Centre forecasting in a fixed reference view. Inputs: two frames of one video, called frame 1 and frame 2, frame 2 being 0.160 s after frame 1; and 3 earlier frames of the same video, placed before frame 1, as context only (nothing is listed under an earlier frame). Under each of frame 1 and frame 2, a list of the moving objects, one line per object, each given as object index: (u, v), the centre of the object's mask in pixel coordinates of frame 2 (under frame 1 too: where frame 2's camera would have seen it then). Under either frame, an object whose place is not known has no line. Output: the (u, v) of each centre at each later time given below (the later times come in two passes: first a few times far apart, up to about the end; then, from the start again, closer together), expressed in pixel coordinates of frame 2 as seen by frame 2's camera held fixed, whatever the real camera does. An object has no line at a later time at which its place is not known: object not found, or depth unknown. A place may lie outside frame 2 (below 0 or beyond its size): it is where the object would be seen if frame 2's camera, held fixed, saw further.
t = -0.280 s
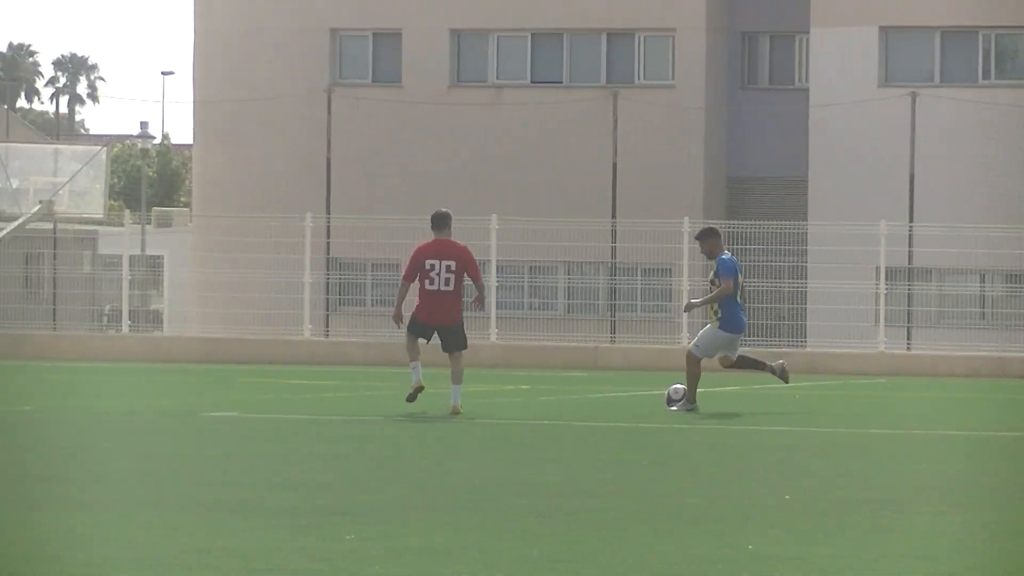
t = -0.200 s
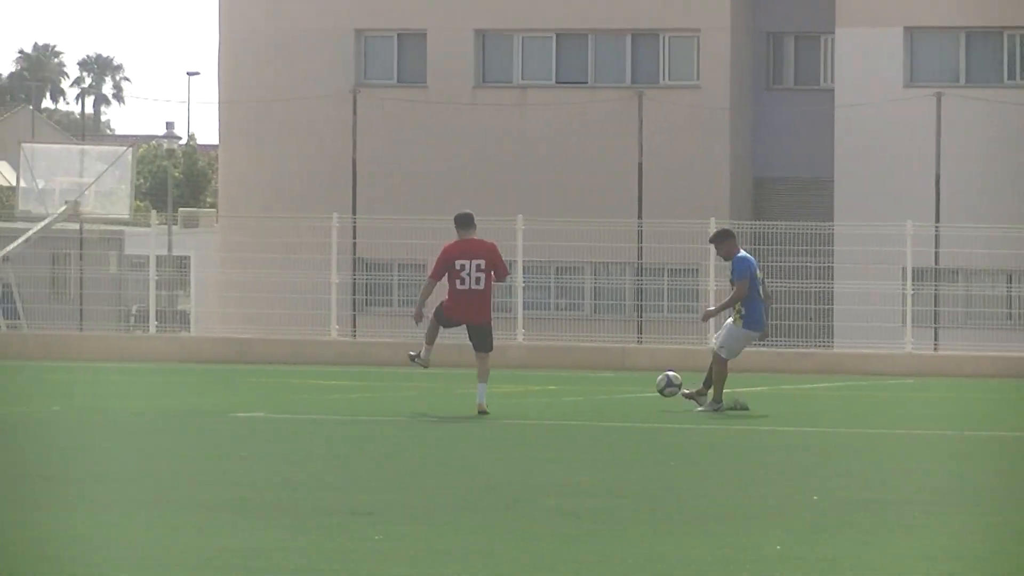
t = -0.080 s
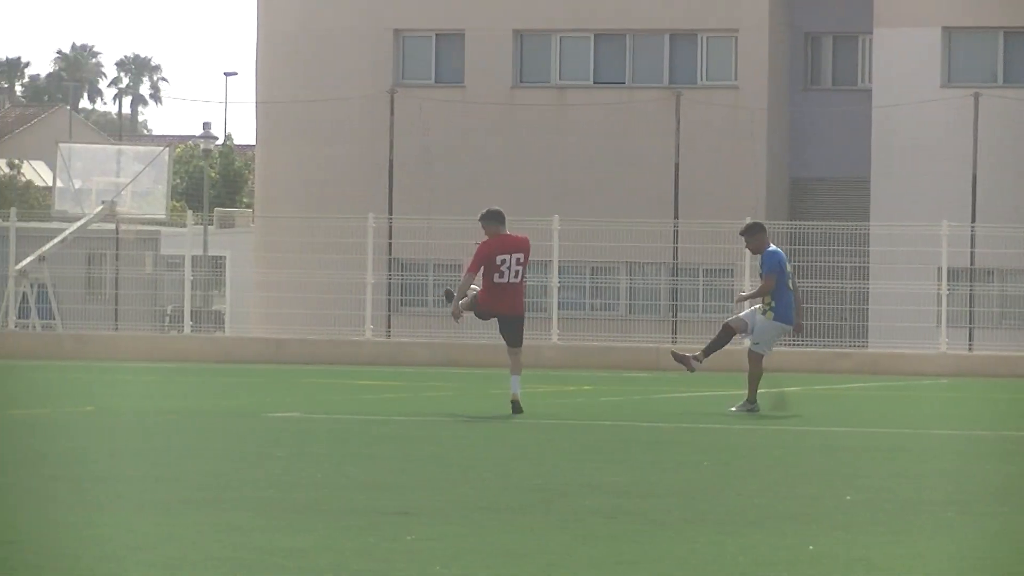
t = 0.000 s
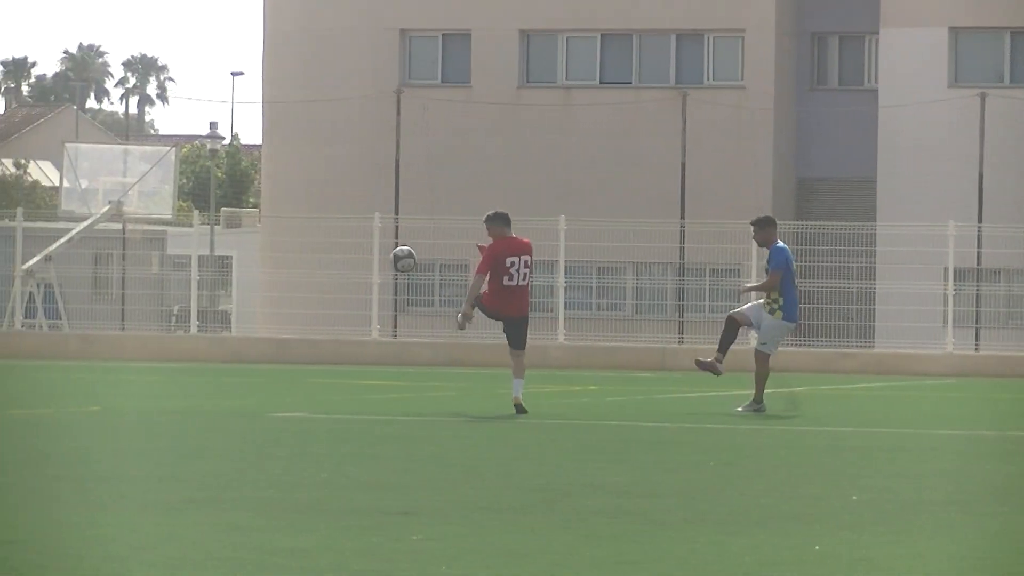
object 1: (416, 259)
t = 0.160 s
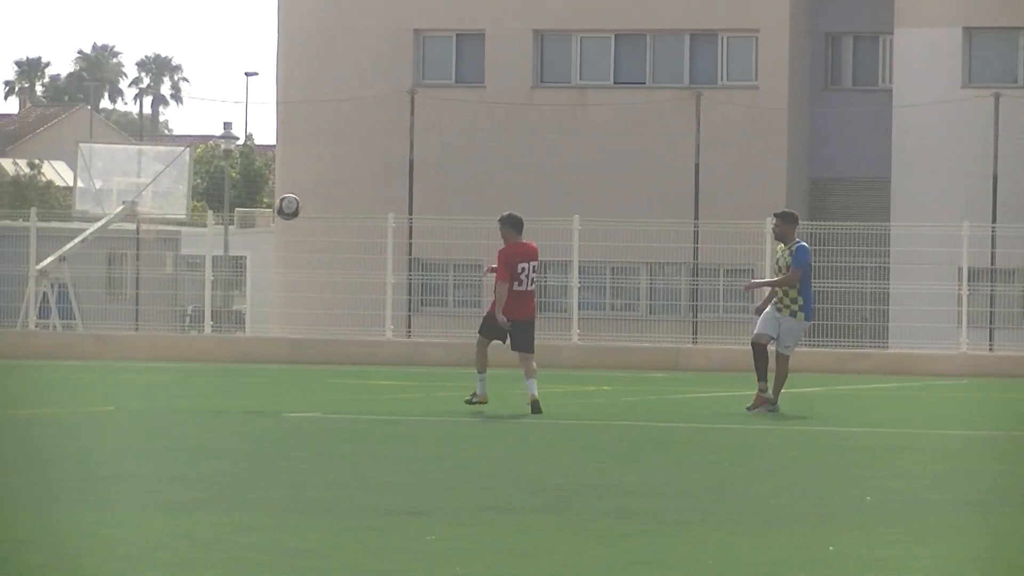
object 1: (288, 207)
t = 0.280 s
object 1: (195, 186)
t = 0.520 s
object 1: (9, 194)
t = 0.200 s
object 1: (256, 198)
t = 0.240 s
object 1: (226, 191)
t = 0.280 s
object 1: (195, 186)
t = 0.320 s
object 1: (162, 183)
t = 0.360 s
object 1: (130, 181)
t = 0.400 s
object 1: (98, 182)
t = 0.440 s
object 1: (68, 185)
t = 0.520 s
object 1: (9, 194)
